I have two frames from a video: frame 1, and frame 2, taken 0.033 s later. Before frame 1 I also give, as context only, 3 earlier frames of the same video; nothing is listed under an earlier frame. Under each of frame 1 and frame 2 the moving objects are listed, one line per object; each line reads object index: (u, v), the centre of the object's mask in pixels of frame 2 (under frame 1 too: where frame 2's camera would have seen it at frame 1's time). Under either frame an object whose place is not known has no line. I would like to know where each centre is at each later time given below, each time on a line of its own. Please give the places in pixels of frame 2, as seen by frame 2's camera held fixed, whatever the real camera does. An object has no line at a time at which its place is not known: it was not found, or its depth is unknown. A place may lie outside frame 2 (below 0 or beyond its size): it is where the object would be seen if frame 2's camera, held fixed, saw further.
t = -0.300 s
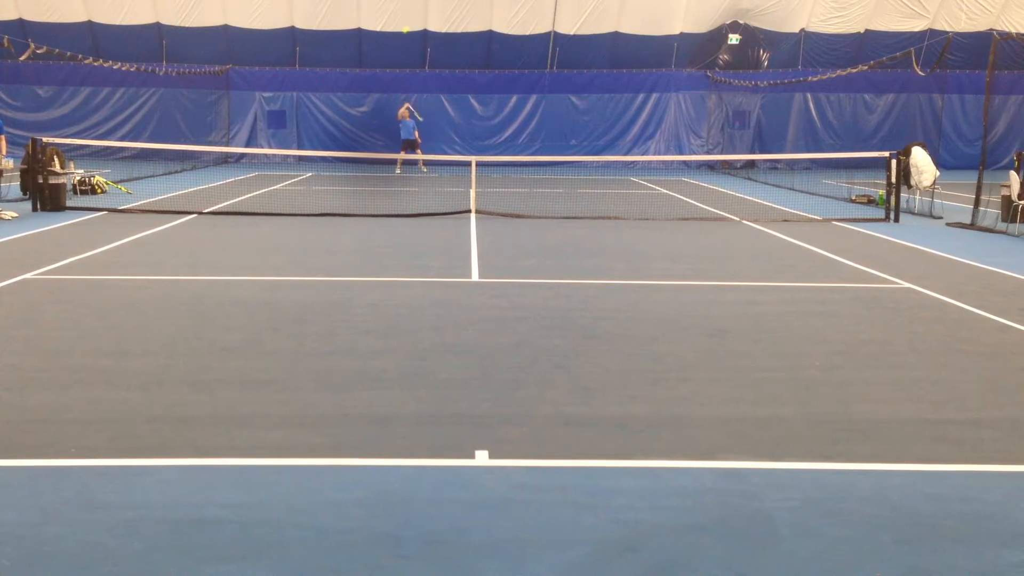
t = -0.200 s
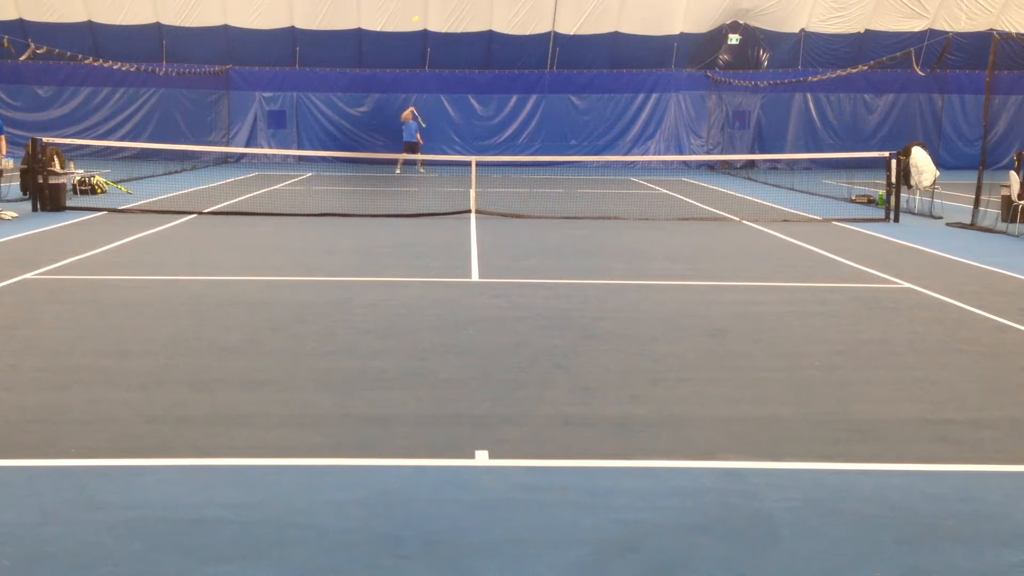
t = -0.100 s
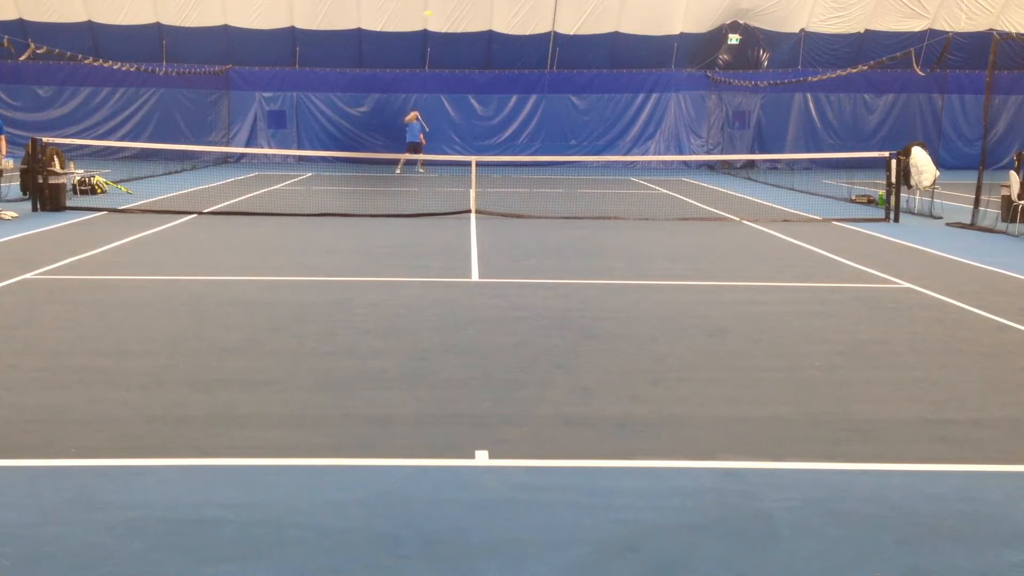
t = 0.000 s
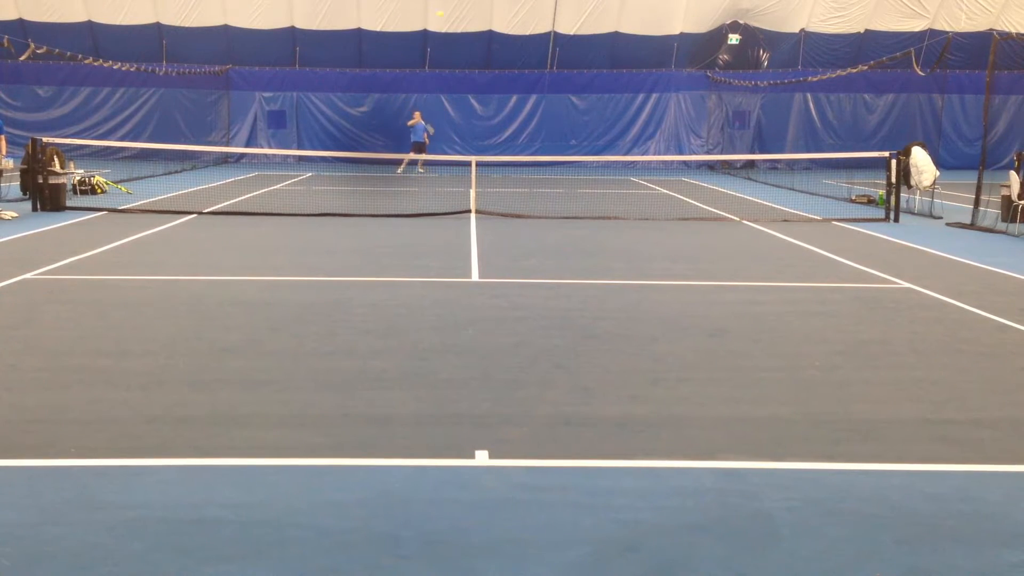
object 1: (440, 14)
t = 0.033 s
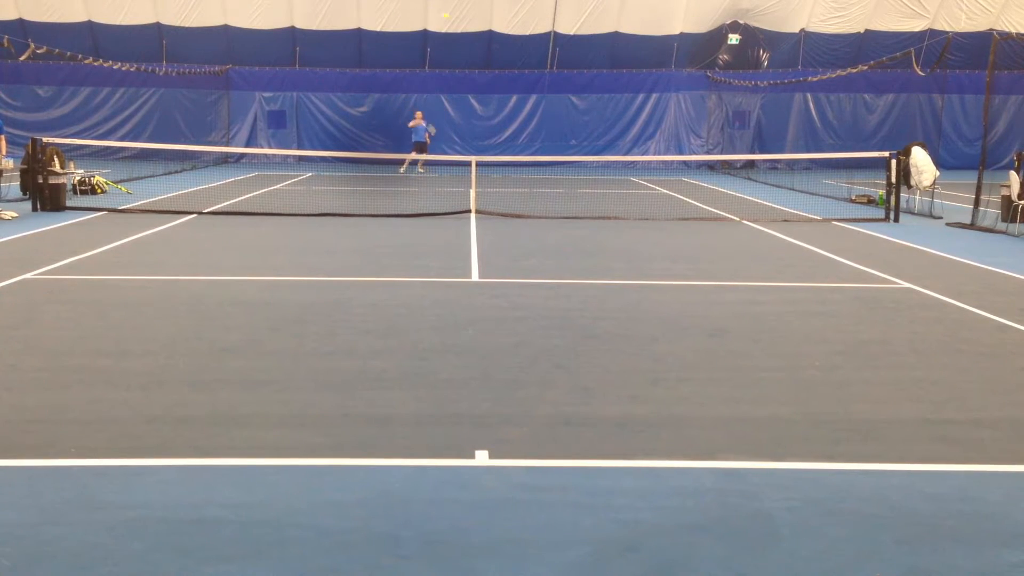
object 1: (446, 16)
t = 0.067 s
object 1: (450, 18)
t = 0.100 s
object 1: (455, 22)
